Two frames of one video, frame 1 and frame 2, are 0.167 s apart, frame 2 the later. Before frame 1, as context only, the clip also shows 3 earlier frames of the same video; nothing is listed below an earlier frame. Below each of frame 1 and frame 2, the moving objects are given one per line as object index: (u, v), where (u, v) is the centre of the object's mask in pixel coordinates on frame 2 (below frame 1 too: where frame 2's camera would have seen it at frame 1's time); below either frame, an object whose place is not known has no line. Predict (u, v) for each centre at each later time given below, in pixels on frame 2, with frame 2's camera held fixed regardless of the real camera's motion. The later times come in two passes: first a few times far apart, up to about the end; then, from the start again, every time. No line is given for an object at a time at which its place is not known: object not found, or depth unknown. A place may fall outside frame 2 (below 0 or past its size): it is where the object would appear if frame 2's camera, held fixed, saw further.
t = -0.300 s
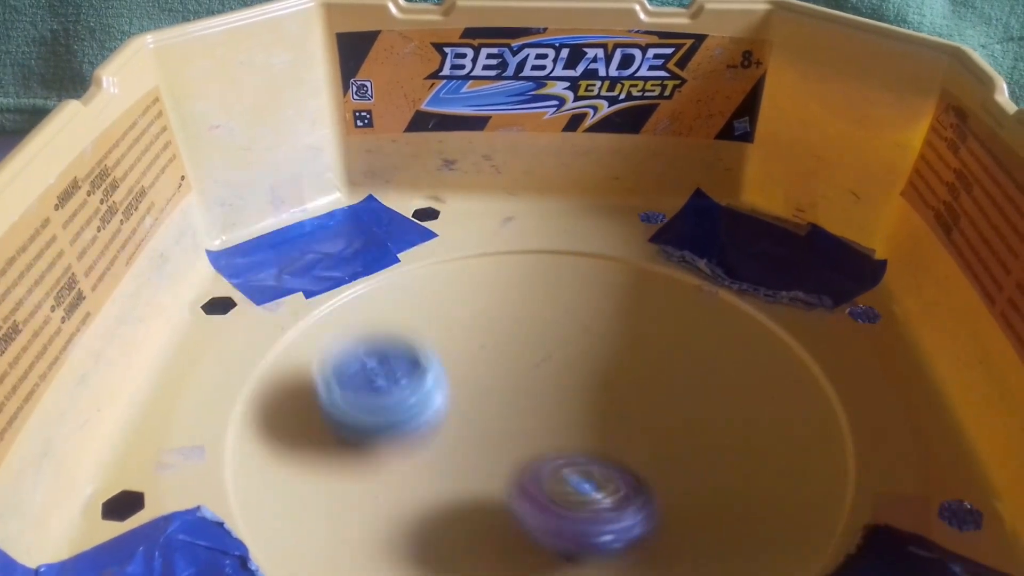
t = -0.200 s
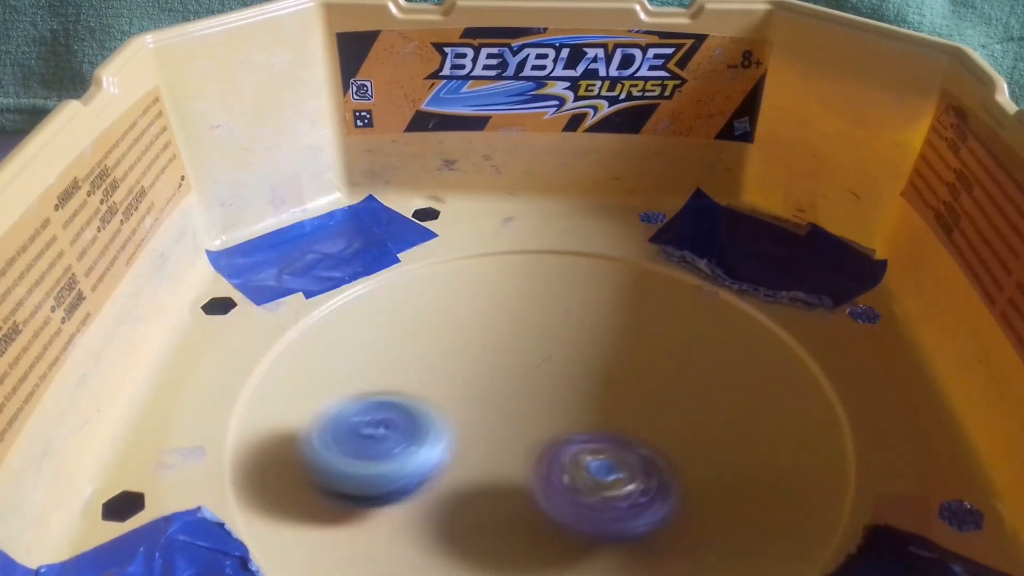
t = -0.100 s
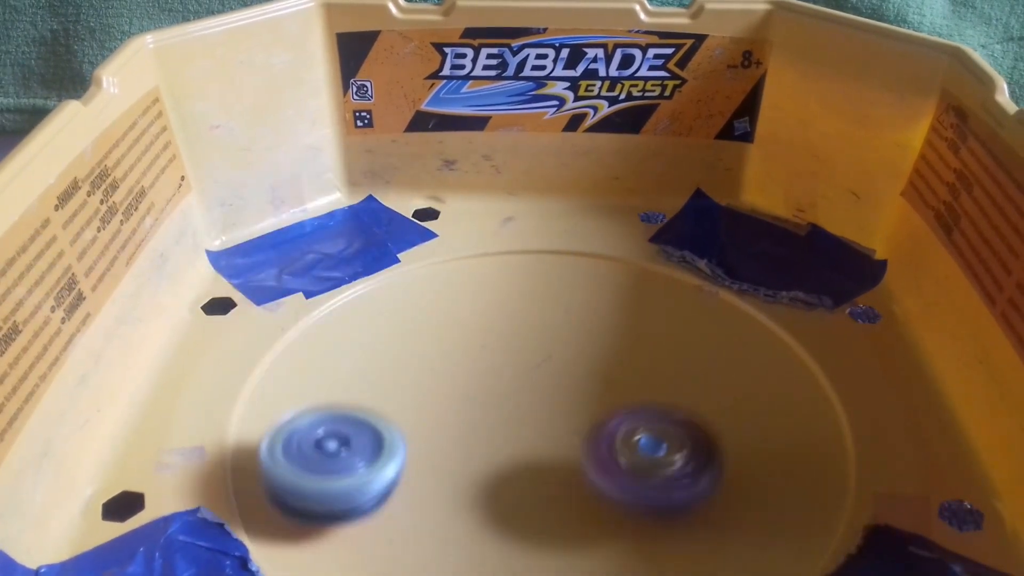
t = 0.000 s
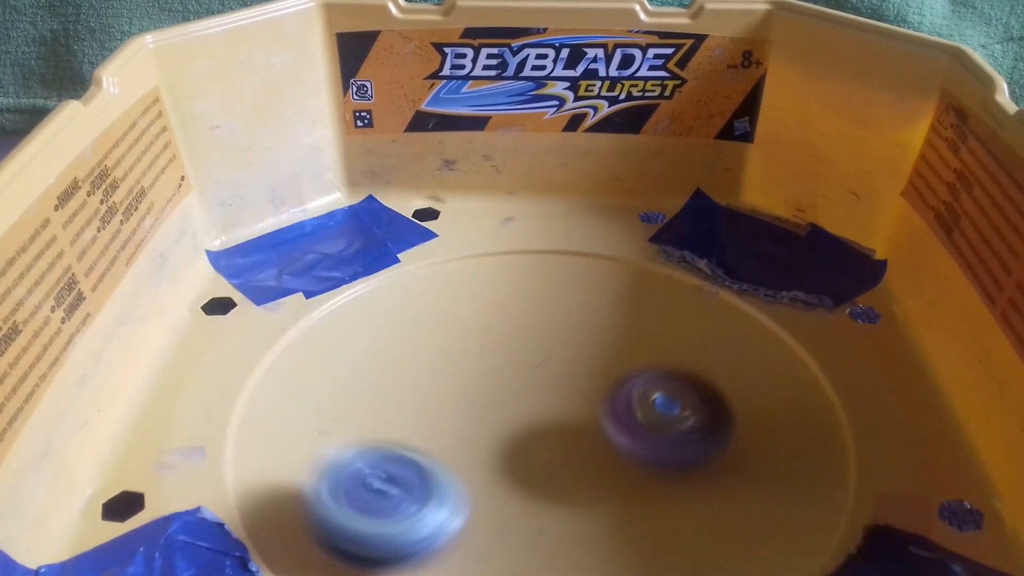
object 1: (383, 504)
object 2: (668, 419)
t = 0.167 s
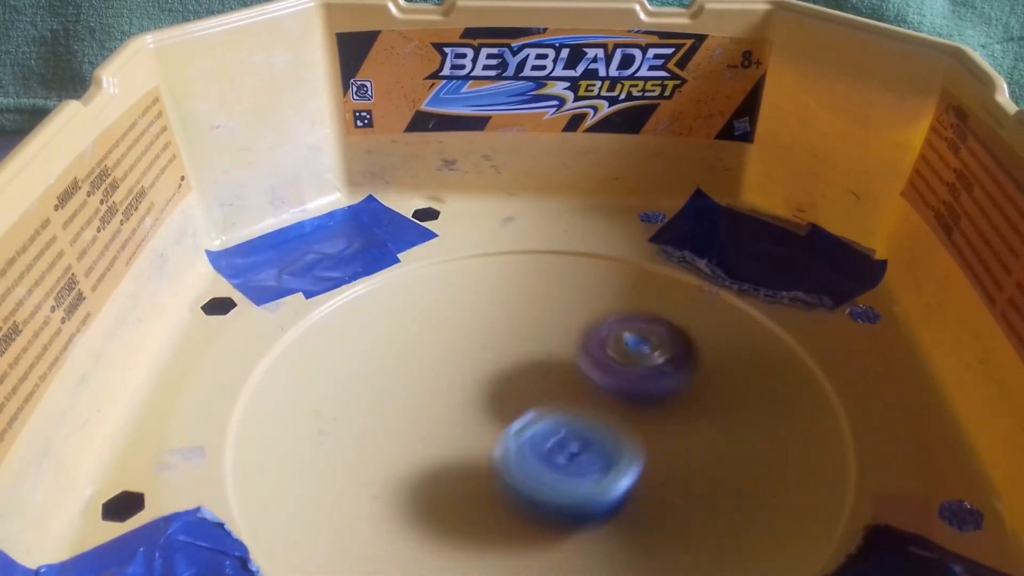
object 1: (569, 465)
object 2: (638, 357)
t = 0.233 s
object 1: (592, 426)
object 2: (618, 330)
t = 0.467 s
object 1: (475, 345)
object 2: (548, 233)
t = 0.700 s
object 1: (356, 419)
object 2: (469, 264)
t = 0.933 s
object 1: (597, 461)
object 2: (475, 383)
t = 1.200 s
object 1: (630, 308)
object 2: (541, 516)
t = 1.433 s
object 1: (449, 298)
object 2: (598, 543)
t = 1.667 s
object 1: (454, 467)
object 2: (600, 514)
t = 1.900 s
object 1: (494, 456)
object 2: (752, 463)
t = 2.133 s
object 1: (504, 362)
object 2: (748, 384)
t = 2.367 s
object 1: (406, 397)
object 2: (619, 340)
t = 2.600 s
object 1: (593, 423)
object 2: (476, 330)
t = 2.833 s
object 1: (603, 307)
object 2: (372, 356)
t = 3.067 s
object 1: (442, 334)
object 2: (374, 412)
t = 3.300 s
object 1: (570, 393)
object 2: (414, 517)
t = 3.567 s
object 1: (623, 304)
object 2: (557, 534)
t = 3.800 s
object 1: (507, 384)
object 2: (643, 469)
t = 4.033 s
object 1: (565, 434)
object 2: (731, 441)
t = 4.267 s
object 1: (582, 372)
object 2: (733, 434)
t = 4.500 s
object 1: (492, 411)
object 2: (638, 410)
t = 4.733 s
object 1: (576, 474)
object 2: (603, 349)
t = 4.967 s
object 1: (581, 409)
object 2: (639, 315)
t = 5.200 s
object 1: (446, 420)
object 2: (631, 349)
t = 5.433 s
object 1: (540, 460)
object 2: (551, 372)
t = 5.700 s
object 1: (579, 431)
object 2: (477, 319)
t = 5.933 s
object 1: (508, 418)
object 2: (476, 321)
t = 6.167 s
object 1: (490, 439)
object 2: (558, 336)
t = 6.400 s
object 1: (532, 424)
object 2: (558, 331)
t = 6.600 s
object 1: (526, 415)
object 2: (507, 333)
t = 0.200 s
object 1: (587, 441)
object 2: (626, 348)
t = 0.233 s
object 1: (592, 426)
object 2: (618, 330)
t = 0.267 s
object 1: (587, 417)
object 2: (611, 307)
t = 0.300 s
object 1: (579, 405)
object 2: (600, 287)
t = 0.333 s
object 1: (566, 392)
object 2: (590, 272)
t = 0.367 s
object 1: (548, 376)
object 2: (581, 260)
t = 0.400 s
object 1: (526, 362)
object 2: (571, 249)
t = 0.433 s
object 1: (502, 351)
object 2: (560, 240)
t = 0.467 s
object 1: (475, 345)
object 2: (548, 233)
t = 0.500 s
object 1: (448, 342)
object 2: (534, 229)
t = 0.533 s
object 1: (421, 344)
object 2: (519, 227)
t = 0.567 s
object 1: (394, 351)
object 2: (506, 230)
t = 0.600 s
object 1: (373, 362)
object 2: (493, 235)
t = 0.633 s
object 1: (357, 378)
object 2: (483, 242)
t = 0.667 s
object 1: (351, 398)
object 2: (475, 252)
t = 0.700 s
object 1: (356, 419)
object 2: (469, 264)
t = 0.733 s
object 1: (372, 440)
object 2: (465, 278)
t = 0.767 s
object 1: (397, 459)
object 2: (464, 294)
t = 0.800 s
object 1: (434, 473)
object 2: (463, 312)
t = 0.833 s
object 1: (475, 482)
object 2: (465, 330)
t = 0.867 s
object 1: (519, 483)
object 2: (467, 348)
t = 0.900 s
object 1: (562, 474)
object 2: (470, 365)
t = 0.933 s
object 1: (597, 461)
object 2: (475, 383)
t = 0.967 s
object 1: (625, 444)
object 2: (481, 401)
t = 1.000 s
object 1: (645, 424)
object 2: (488, 420)
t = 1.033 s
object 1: (659, 402)
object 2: (495, 437)
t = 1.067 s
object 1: (667, 380)
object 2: (503, 453)
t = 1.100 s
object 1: (666, 359)
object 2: (511, 470)
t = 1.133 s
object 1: (659, 341)
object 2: (520, 487)
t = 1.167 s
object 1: (645, 323)
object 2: (530, 502)
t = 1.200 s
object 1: (630, 308)
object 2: (541, 516)
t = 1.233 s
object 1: (611, 296)
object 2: (552, 525)
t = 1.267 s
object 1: (588, 286)
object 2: (562, 532)
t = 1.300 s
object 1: (562, 280)
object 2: (572, 537)
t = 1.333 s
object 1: (535, 277)
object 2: (580, 540)
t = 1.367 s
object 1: (507, 278)
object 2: (588, 542)
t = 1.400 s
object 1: (477, 285)
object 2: (594, 543)
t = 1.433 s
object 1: (449, 298)
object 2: (598, 543)
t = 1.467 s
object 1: (427, 315)
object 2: (600, 542)
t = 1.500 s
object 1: (410, 337)
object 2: (602, 540)
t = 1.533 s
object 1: (401, 361)
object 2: (603, 537)
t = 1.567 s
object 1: (401, 389)
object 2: (603, 534)
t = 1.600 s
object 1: (411, 415)
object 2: (603, 529)
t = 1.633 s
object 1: (429, 442)
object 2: (600, 523)
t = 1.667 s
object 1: (454, 467)
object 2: (600, 514)
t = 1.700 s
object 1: (452, 467)
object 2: (628, 512)
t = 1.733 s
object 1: (441, 463)
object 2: (659, 513)
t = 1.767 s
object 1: (440, 459)
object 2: (682, 505)
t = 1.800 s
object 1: (446, 460)
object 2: (704, 497)
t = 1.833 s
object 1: (458, 460)
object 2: (723, 485)
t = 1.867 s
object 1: (476, 460)
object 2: (740, 474)
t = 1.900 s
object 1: (494, 456)
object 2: (752, 463)
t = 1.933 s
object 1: (512, 448)
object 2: (761, 451)
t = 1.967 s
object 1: (524, 435)
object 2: (771, 440)
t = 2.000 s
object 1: (531, 420)
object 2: (773, 426)
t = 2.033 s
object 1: (532, 404)
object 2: (771, 415)
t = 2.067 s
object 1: (527, 389)
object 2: (766, 404)
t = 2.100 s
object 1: (518, 374)
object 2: (758, 393)
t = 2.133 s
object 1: (504, 362)
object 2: (748, 384)
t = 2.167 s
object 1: (486, 353)
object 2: (734, 375)
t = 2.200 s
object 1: (467, 349)
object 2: (716, 367)
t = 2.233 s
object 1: (446, 349)
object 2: (699, 361)
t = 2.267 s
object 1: (426, 356)
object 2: (681, 355)
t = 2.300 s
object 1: (411, 366)
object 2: (661, 349)
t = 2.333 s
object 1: (403, 381)
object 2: (639, 344)
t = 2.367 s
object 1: (406, 397)
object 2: (619, 340)
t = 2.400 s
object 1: (419, 414)
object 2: (598, 337)
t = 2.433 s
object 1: (441, 428)
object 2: (578, 334)
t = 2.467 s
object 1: (469, 438)
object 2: (557, 332)
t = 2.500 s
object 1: (502, 444)
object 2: (535, 331)
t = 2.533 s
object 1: (535, 442)
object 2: (515, 331)
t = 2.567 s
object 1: (568, 434)
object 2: (496, 329)
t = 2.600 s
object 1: (593, 423)
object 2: (476, 330)
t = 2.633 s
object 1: (612, 408)
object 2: (456, 331)
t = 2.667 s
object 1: (625, 390)
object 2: (438, 333)
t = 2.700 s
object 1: (633, 372)
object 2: (422, 336)
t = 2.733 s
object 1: (634, 354)
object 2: (408, 340)
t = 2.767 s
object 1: (629, 336)
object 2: (394, 344)
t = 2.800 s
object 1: (618, 320)
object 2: (382, 350)
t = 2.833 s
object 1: (603, 307)
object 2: (372, 356)
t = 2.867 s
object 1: (582, 298)
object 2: (367, 362)
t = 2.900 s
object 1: (558, 292)
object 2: (363, 369)
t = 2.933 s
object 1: (531, 292)
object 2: (361, 377)
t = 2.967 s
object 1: (505, 296)
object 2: (361, 385)
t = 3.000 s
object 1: (479, 306)
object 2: (365, 393)
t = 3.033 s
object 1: (457, 319)
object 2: (370, 401)
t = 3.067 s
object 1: (442, 334)
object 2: (374, 412)
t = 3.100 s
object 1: (441, 346)
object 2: (374, 430)
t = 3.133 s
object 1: (450, 358)
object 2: (375, 447)
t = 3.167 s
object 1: (466, 372)
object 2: (380, 460)
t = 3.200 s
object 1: (488, 384)
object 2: (386, 476)
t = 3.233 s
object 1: (515, 391)
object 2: (394, 491)
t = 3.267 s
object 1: (544, 394)
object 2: (403, 503)
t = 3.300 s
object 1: (570, 393)
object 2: (414, 517)
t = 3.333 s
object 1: (595, 387)
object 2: (427, 525)
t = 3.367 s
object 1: (616, 378)
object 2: (445, 531)
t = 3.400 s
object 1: (632, 367)
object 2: (463, 534)
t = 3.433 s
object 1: (643, 354)
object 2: (479, 536)
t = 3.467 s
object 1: (649, 339)
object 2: (500, 538)
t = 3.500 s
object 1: (648, 324)
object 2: (519, 538)
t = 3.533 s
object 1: (639, 312)
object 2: (536, 536)
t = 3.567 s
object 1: (623, 304)
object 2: (557, 534)
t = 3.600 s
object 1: (603, 301)
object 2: (574, 531)
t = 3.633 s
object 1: (582, 303)
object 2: (587, 526)
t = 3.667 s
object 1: (559, 311)
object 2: (604, 519)
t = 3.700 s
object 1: (539, 324)
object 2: (616, 508)
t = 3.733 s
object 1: (522, 342)
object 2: (625, 497)
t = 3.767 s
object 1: (511, 362)
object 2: (635, 482)
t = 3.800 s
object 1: (507, 384)
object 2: (643, 469)
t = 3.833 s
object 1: (510, 408)
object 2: (648, 455)
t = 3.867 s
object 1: (516, 424)
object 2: (658, 448)
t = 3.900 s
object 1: (515, 427)
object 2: (678, 451)
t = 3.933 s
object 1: (521, 430)
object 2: (692, 452)
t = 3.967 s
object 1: (534, 434)
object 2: (703, 448)
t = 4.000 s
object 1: (549, 436)
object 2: (716, 443)
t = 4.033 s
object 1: (565, 434)
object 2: (731, 441)
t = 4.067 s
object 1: (581, 429)
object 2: (741, 441)
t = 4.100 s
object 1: (593, 421)
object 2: (749, 438)
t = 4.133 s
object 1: (600, 411)
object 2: (752, 438)
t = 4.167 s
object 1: (603, 400)
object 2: (750, 438)
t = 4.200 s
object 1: (600, 388)
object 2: (747, 437)
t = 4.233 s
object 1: (593, 379)
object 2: (743, 436)
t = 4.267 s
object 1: (582, 372)
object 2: (733, 434)
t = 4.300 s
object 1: (568, 368)
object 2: (722, 434)
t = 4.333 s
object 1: (551, 367)
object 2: (706, 431)
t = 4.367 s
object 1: (534, 370)
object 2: (693, 429)
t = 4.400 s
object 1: (517, 376)
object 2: (677, 426)
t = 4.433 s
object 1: (504, 386)
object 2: (666, 423)
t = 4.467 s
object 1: (495, 398)
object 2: (651, 416)
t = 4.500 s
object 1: (492, 411)
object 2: (638, 410)
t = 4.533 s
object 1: (496, 425)
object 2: (627, 403)
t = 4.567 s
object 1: (506, 438)
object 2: (616, 396)
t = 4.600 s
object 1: (518, 448)
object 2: (609, 385)
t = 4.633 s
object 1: (529, 460)
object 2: (605, 378)
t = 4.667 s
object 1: (544, 470)
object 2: (606, 370)
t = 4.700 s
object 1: (561, 474)
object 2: (603, 360)
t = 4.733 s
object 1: (576, 474)
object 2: (603, 349)
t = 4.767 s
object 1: (588, 471)
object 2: (607, 339)
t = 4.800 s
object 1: (599, 464)
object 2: (613, 332)
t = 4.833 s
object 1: (605, 455)
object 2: (618, 328)
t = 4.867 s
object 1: (608, 444)
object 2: (621, 322)
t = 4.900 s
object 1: (604, 432)
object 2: (627, 316)
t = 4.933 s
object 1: (595, 420)
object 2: (634, 314)
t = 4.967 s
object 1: (581, 409)
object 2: (639, 315)
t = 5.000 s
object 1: (563, 401)
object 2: (644, 316)
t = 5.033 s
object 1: (542, 396)
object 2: (646, 319)
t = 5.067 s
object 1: (519, 394)
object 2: (647, 322)
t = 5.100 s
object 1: (497, 396)
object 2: (646, 328)
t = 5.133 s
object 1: (477, 401)
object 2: (642, 335)
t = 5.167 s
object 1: (459, 409)
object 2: (637, 342)
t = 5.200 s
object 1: (446, 420)
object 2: (631, 349)
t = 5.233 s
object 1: (440, 434)
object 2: (623, 356)
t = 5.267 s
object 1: (444, 448)
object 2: (614, 363)
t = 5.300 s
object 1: (456, 460)
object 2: (603, 368)
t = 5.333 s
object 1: (474, 469)
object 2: (592, 372)
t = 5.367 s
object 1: (495, 471)
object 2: (578, 375)
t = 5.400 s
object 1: (517, 468)
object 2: (564, 375)
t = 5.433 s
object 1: (540, 460)
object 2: (551, 372)
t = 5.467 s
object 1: (557, 449)
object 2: (539, 367)
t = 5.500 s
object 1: (568, 447)
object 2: (528, 361)
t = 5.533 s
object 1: (575, 449)
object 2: (517, 353)
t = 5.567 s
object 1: (579, 448)
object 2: (503, 343)
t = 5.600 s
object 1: (583, 446)
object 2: (495, 336)
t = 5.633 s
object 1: (584, 442)
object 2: (486, 331)
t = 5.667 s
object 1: (584, 437)
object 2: (481, 325)
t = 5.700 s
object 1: (579, 431)
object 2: (477, 319)
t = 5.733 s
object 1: (572, 426)
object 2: (479, 317)
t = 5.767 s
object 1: (562, 422)
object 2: (481, 317)
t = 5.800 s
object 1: (551, 419)
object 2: (483, 318)
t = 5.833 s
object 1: (541, 416)
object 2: (479, 320)
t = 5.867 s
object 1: (528, 416)
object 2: (476, 321)
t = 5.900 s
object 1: (518, 417)
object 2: (474, 322)
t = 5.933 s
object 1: (508, 418)
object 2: (476, 321)
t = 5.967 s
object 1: (500, 421)
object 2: (481, 323)
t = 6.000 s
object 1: (492, 423)
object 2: (491, 327)
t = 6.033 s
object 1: (488, 427)
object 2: (506, 332)
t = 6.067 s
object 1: (486, 431)
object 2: (521, 337)
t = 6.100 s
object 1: (487, 434)
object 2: (536, 339)
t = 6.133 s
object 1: (488, 437)
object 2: (548, 339)
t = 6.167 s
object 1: (490, 439)
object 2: (558, 336)
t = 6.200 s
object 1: (494, 441)
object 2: (562, 331)
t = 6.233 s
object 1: (500, 442)
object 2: (563, 327)
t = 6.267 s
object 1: (507, 440)
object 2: (564, 325)
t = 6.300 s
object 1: (513, 438)
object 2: (564, 325)
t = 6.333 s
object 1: (519, 434)
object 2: (563, 327)
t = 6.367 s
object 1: (526, 429)
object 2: (562, 330)
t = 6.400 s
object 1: (532, 424)
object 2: (558, 331)
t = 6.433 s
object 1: (535, 418)
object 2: (553, 330)
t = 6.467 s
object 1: (536, 412)
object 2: (543, 330)
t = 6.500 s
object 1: (534, 409)
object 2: (532, 329)
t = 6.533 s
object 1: (531, 410)
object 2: (524, 331)
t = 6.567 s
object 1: (528, 414)
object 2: (515, 333)
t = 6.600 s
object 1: (526, 415)
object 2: (507, 333)
